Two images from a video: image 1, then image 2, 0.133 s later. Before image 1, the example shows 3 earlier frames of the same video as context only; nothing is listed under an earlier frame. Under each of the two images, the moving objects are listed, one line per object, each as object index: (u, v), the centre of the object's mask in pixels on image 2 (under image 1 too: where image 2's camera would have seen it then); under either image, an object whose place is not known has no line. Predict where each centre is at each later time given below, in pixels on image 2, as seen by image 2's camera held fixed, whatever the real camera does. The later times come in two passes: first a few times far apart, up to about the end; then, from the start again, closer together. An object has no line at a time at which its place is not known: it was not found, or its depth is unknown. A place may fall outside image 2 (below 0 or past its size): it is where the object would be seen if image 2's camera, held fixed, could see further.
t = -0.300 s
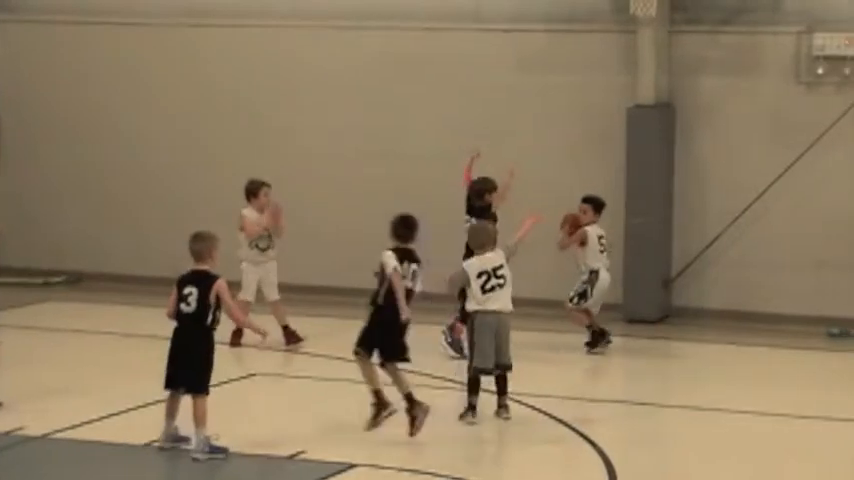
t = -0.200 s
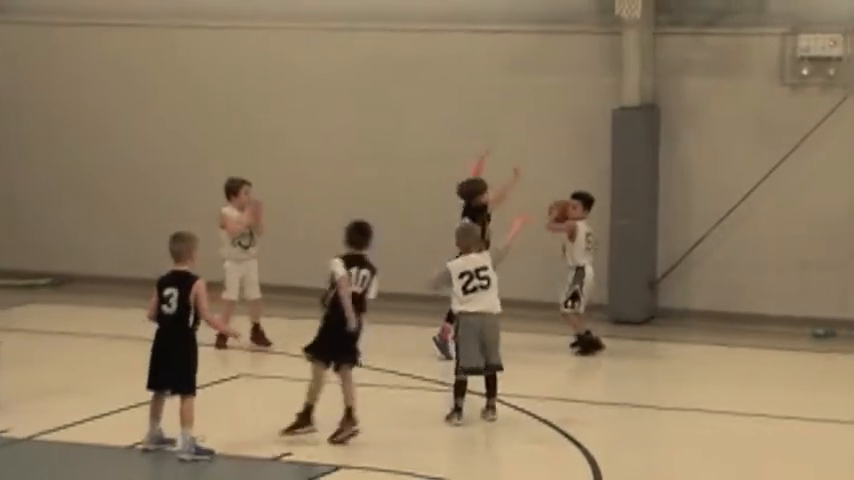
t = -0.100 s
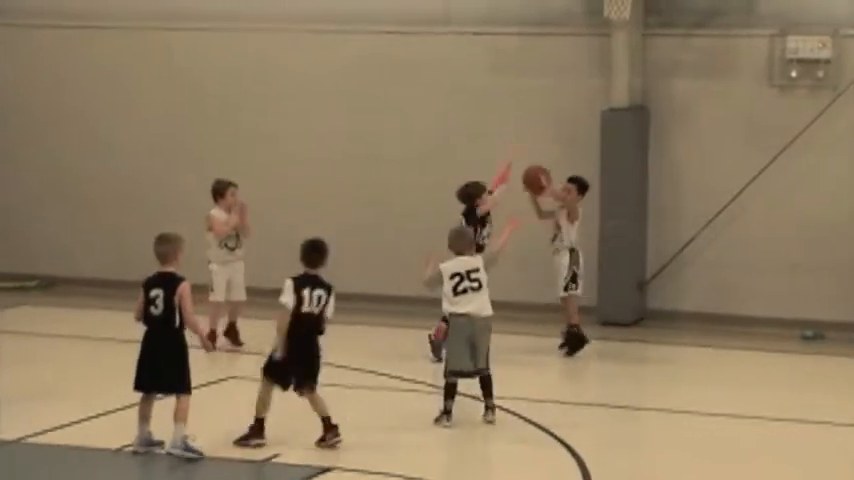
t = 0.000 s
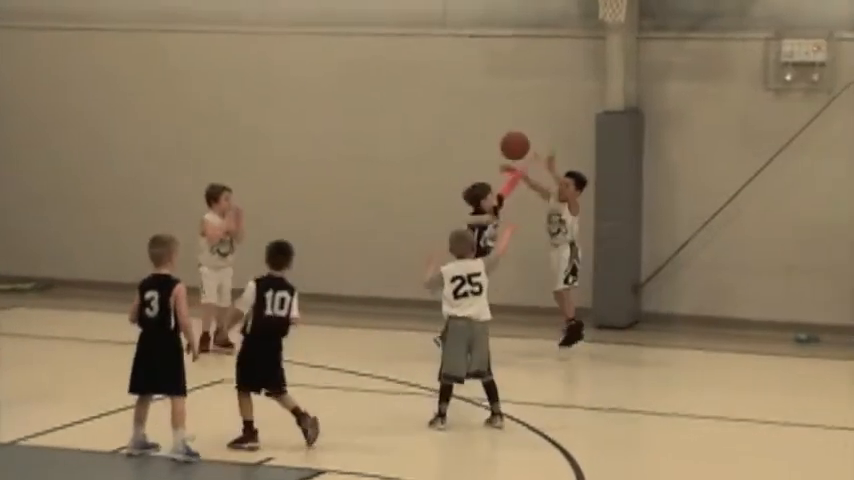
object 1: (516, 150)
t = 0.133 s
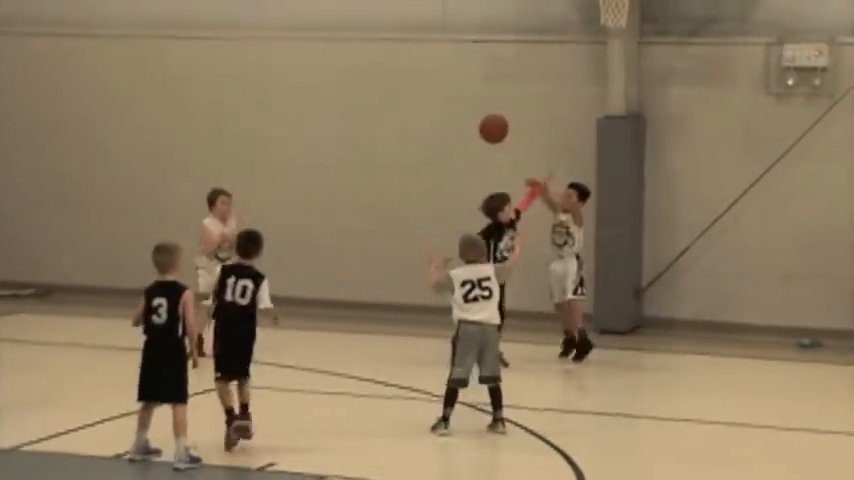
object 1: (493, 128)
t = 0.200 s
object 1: (482, 126)
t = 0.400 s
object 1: (446, 153)
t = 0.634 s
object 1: (403, 251)
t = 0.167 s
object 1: (488, 126)
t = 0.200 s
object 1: (482, 126)
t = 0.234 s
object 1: (476, 126)
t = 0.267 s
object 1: (470, 129)
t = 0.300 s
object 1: (464, 133)
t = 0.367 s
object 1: (452, 144)
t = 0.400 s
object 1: (446, 153)
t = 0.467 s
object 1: (435, 173)
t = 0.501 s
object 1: (428, 185)
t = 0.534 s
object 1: (423, 199)
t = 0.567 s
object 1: (417, 215)
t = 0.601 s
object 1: (410, 231)
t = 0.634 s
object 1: (403, 251)
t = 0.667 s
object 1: (397, 270)
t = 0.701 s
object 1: (391, 292)
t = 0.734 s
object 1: (388, 313)
